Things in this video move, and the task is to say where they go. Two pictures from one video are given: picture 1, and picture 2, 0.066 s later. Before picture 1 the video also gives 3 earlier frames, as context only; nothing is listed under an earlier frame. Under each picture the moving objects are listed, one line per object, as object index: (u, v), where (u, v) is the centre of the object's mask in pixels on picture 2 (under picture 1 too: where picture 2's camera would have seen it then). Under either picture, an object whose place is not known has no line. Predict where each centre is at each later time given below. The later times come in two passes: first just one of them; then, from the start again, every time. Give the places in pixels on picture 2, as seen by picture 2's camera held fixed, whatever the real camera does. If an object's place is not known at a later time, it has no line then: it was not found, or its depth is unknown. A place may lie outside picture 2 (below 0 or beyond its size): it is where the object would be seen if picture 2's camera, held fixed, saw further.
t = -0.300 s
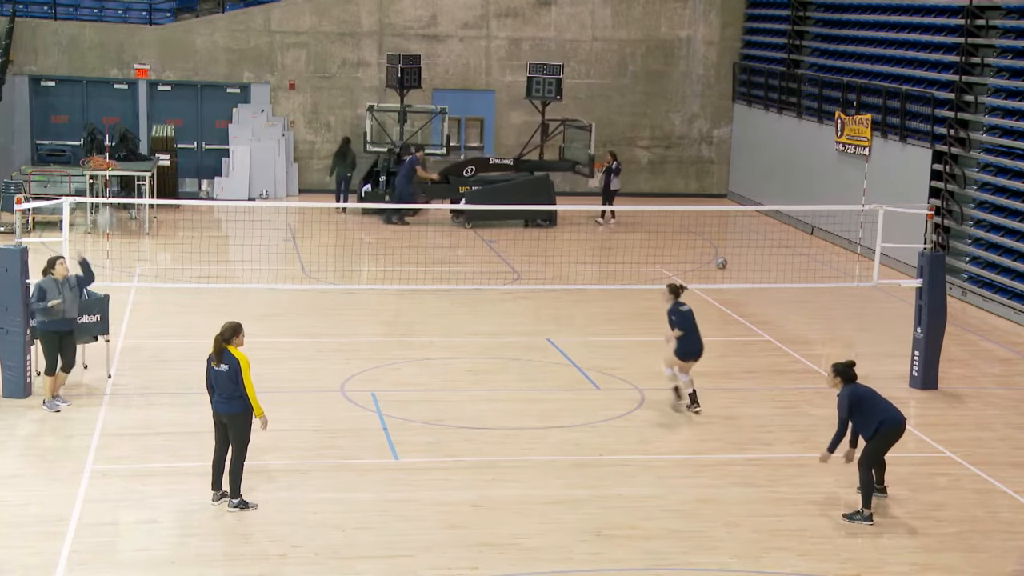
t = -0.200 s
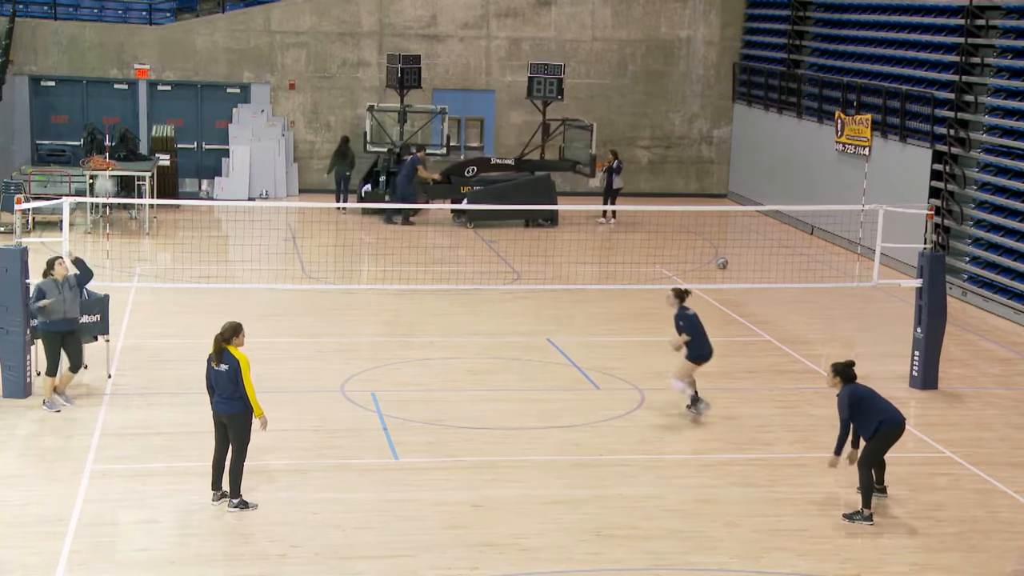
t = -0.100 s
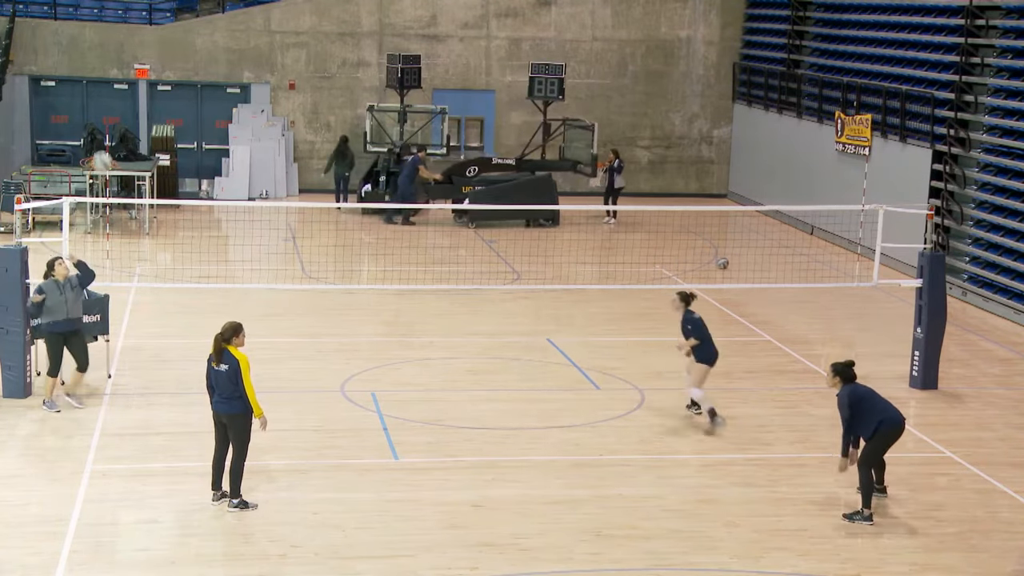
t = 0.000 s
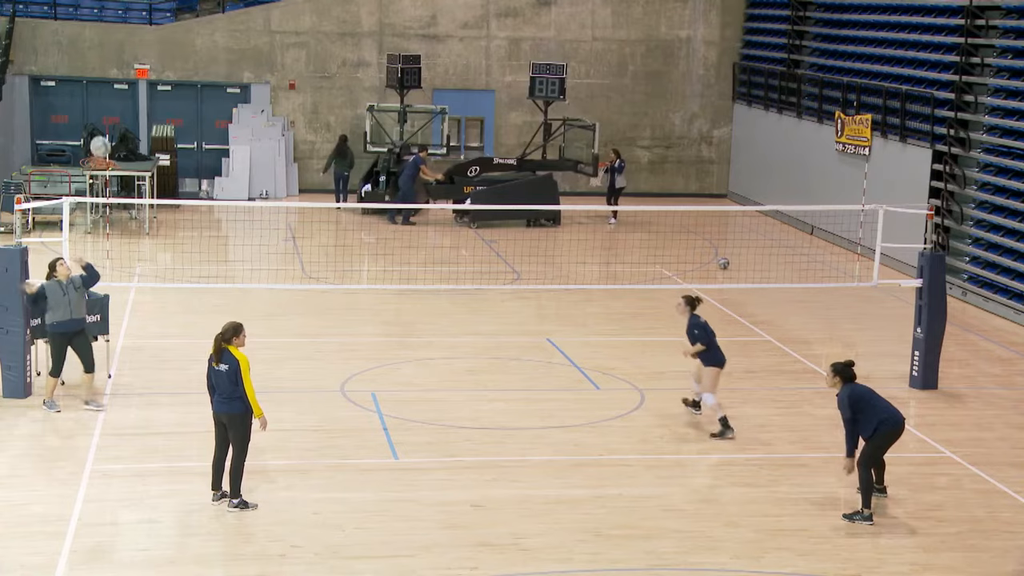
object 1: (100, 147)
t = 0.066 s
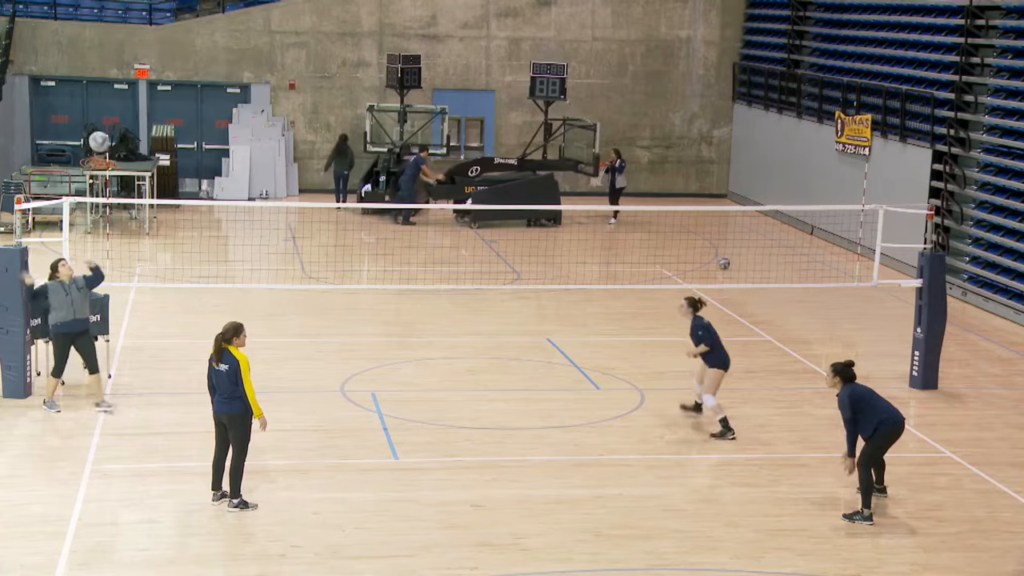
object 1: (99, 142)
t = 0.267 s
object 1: (96, 149)
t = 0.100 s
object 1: (98, 141)
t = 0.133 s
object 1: (98, 140)
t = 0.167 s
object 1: (97, 141)
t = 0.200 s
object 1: (97, 143)
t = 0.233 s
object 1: (96, 146)
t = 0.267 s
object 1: (96, 149)
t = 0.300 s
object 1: (95, 153)
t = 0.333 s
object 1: (94, 158)
